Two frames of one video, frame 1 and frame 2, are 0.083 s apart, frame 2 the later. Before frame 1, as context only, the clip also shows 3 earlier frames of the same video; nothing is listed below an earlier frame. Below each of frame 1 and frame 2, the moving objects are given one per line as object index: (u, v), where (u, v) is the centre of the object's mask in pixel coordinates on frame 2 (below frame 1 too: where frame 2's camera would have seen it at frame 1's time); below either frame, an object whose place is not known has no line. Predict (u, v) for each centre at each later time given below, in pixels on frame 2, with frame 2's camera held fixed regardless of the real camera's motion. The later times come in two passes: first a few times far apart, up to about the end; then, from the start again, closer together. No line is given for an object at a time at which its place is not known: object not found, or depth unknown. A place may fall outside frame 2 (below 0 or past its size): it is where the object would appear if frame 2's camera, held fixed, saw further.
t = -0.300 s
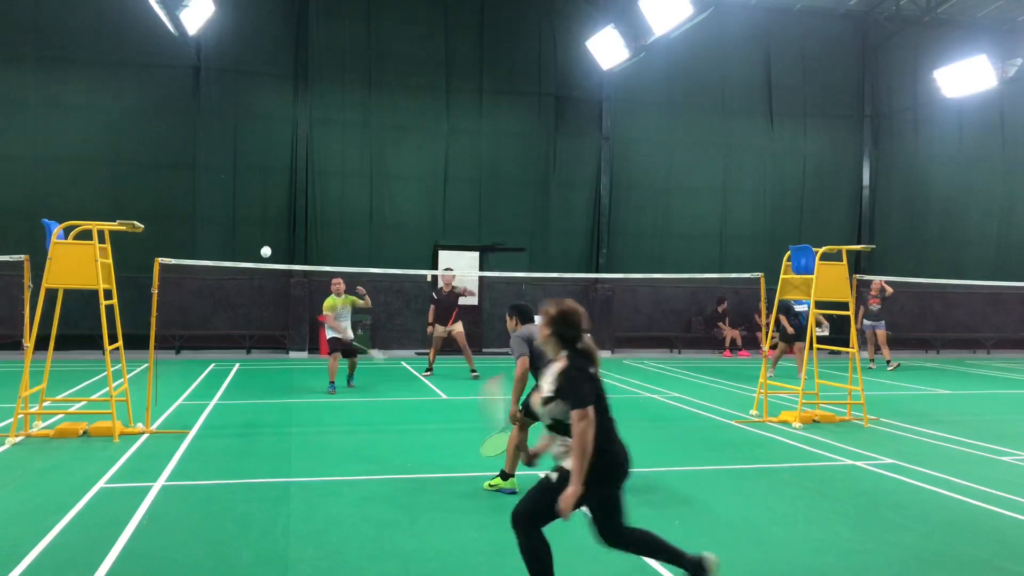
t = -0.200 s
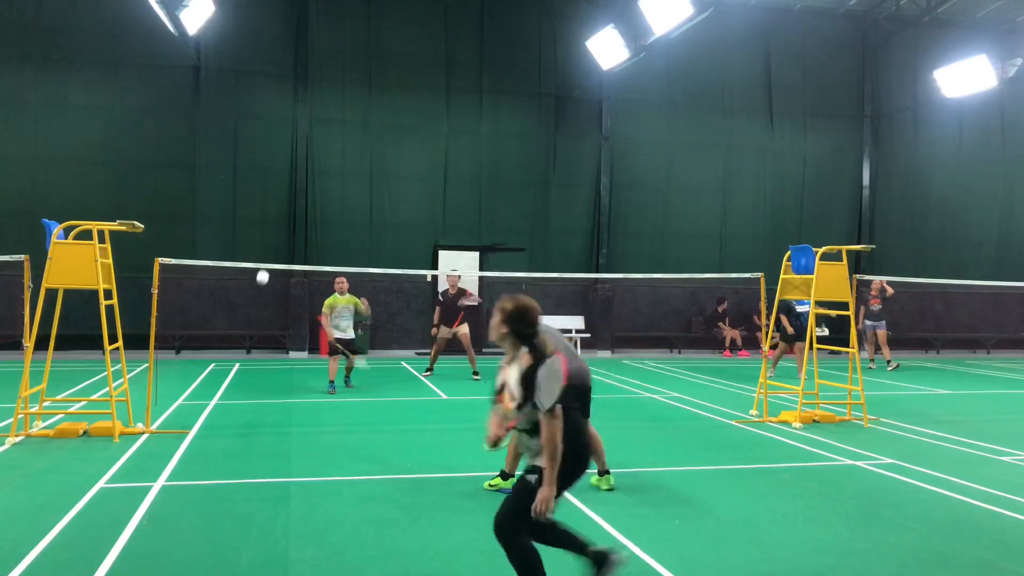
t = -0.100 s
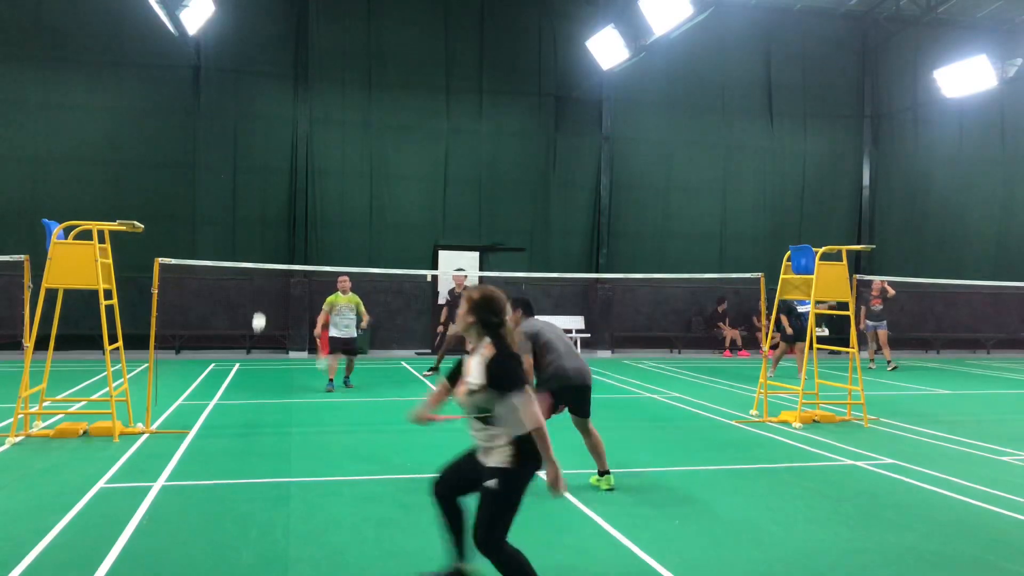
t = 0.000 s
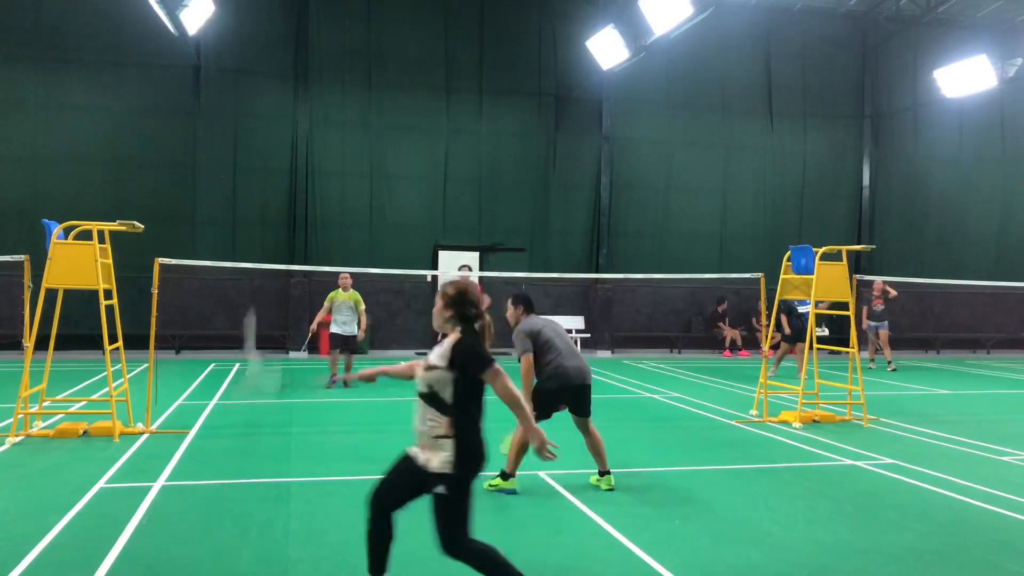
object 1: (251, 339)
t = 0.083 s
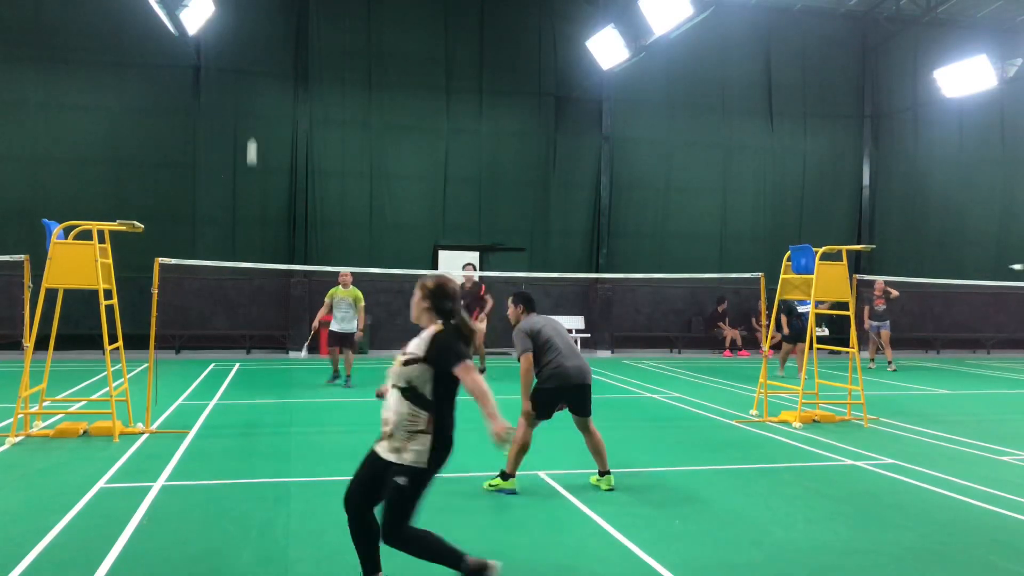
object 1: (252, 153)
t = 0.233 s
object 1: (252, 53)
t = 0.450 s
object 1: (253, 27)
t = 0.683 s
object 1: (255, 47)
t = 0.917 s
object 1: (258, 94)
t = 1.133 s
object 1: (262, 154)
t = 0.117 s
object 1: (252, 117)
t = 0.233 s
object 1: (252, 53)
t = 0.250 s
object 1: (252, 49)
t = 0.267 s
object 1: (253, 45)
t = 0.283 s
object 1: (253, 41)
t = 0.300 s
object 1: (253, 37)
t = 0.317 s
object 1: (253, 35)
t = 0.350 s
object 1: (253, 31)
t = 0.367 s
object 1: (253, 29)
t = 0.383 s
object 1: (253, 28)
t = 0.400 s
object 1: (253, 28)
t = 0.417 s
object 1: (253, 27)
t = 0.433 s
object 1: (253, 27)
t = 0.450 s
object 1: (253, 27)
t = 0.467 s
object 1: (253, 27)
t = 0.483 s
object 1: (253, 28)
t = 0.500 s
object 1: (254, 28)
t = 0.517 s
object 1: (254, 29)
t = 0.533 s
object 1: (254, 30)
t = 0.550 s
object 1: (254, 31)
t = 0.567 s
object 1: (254, 32)
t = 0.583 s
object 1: (254, 34)
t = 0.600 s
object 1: (254, 36)
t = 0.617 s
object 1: (255, 38)
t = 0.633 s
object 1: (255, 39)
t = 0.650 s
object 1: (255, 42)
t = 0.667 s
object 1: (255, 44)
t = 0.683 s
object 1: (255, 47)
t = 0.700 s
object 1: (255, 49)
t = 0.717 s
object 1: (256, 52)
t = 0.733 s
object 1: (256, 55)
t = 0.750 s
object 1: (256, 58)
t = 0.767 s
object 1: (256, 61)
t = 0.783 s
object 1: (256, 64)
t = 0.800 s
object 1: (256, 67)
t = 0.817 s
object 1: (257, 71)
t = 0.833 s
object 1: (257, 74)
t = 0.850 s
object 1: (257, 78)
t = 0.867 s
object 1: (257, 82)
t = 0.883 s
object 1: (258, 86)
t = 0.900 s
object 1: (258, 90)
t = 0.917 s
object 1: (258, 94)
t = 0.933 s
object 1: (258, 98)
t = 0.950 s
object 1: (259, 102)
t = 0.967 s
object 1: (259, 107)
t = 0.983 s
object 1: (259, 111)
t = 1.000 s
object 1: (260, 115)
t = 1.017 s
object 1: (260, 120)
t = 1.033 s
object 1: (260, 125)
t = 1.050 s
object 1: (260, 130)
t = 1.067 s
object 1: (260, 134)
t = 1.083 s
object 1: (261, 139)
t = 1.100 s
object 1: (261, 144)
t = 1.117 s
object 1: (261, 149)
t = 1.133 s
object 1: (262, 154)
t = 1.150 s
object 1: (262, 160)
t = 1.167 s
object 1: (262, 164)
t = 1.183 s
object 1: (262, 170)
